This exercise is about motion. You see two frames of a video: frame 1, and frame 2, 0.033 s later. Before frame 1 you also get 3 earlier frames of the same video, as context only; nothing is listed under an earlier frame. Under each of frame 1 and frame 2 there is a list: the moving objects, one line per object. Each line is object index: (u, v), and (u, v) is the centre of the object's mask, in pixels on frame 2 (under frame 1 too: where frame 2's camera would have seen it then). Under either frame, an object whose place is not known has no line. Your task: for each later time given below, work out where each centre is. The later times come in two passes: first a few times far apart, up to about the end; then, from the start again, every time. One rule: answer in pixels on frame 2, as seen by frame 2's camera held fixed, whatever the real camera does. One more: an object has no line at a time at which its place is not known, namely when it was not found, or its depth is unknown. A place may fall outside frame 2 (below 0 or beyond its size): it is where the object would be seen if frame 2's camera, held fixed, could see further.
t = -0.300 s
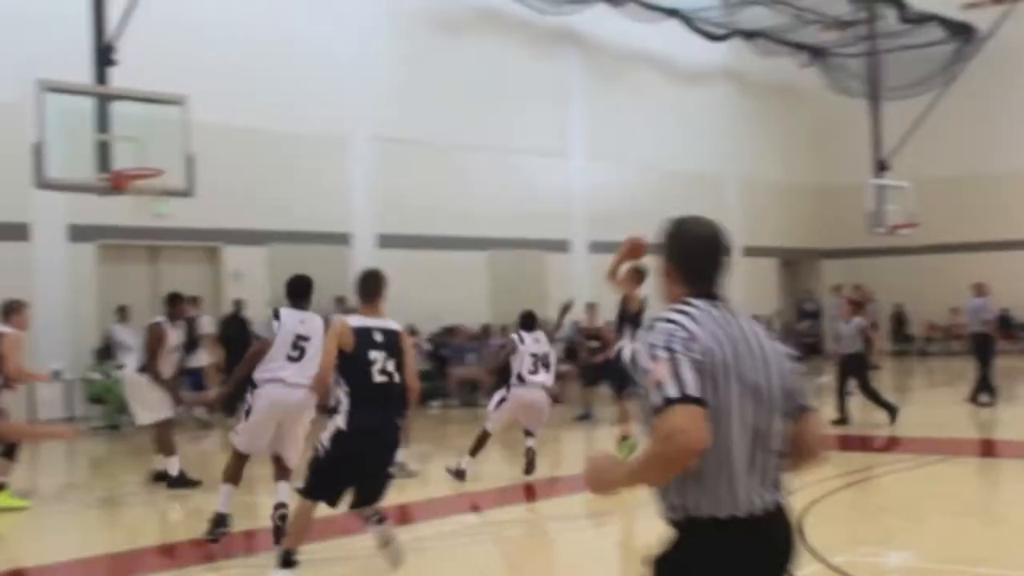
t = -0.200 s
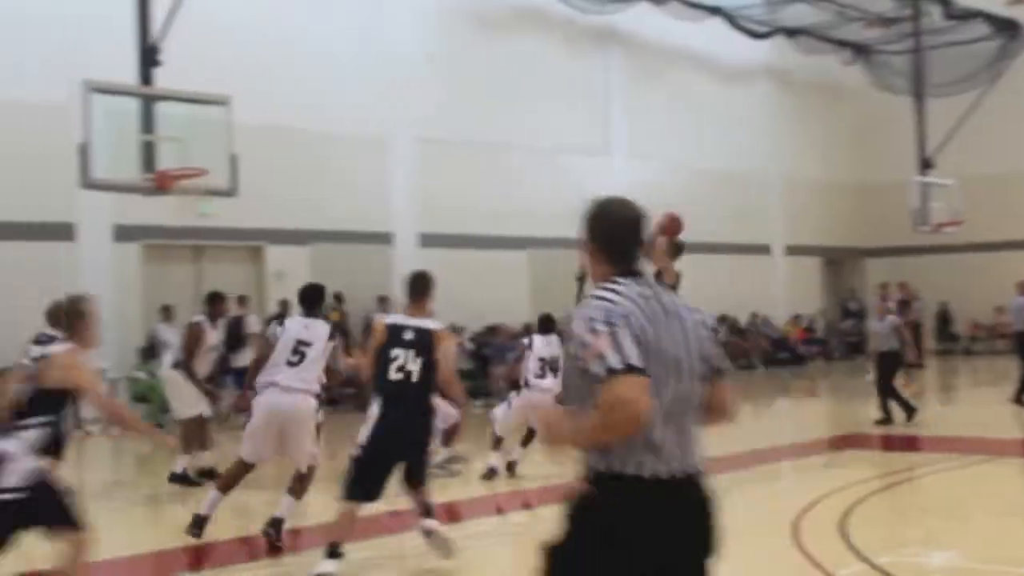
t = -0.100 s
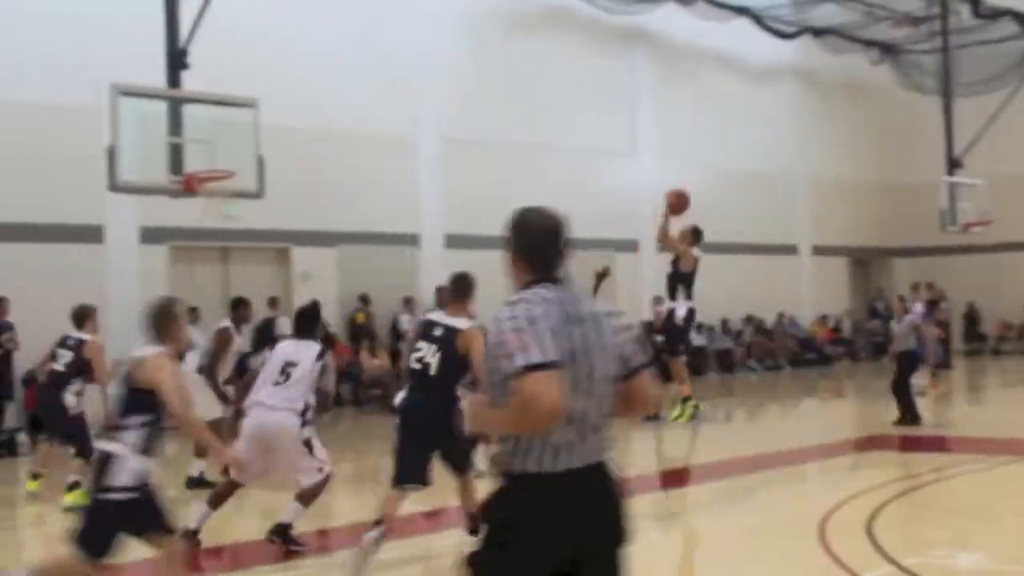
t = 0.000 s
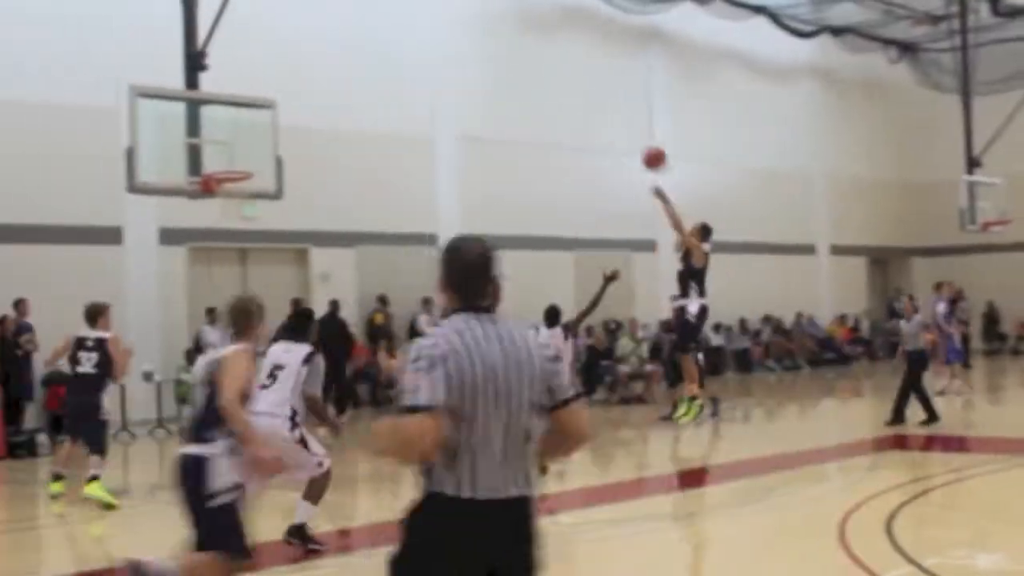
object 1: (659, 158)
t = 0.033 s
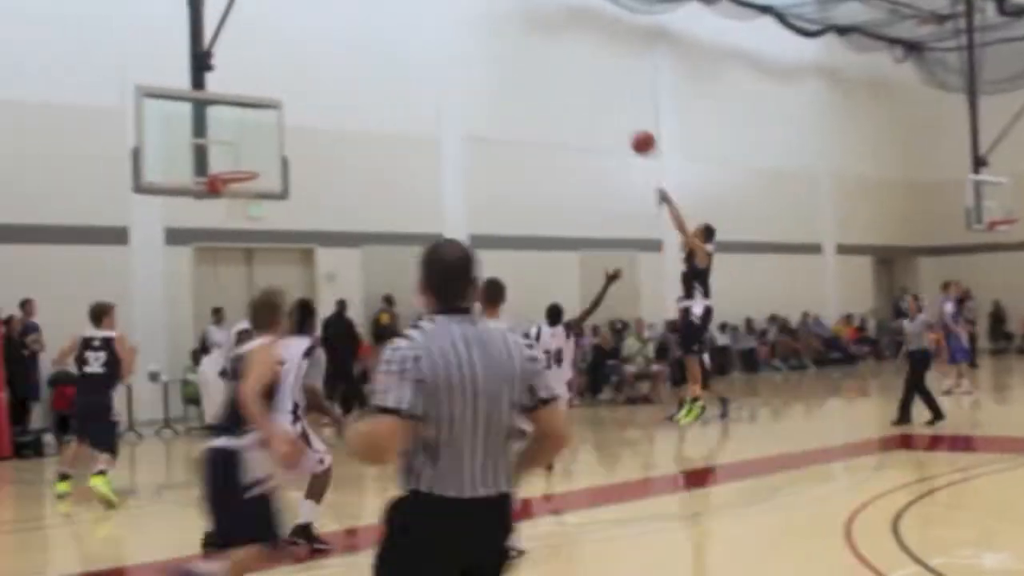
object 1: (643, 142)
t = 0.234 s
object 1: (543, 75)
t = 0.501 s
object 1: (424, 54)
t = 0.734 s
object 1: (329, 92)
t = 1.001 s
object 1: (243, 153)
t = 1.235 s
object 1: (217, 141)
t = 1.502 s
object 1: (234, 160)
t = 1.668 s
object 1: (236, 168)
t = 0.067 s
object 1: (626, 128)
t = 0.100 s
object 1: (609, 115)
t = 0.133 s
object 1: (592, 103)
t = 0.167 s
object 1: (576, 93)
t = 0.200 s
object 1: (560, 83)
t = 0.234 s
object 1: (543, 75)
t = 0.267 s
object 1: (528, 68)
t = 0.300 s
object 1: (513, 64)
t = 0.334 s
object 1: (498, 59)
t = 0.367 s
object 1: (482, 55)
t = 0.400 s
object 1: (468, 53)
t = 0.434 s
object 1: (453, 52)
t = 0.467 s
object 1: (438, 53)
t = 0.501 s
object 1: (424, 54)
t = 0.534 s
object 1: (410, 56)
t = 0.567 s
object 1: (396, 59)
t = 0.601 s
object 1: (383, 64)
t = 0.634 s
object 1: (369, 70)
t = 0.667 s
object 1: (356, 76)
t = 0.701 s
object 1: (342, 83)
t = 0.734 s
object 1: (329, 92)
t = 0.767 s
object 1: (317, 102)
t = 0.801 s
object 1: (304, 112)
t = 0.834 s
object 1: (291, 124)
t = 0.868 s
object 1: (278, 136)
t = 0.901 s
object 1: (266, 150)
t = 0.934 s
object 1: (255, 162)
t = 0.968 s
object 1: (249, 158)
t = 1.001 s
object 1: (243, 153)
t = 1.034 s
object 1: (237, 150)
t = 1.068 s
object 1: (231, 147)
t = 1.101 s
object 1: (226, 146)
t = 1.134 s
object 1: (220, 145)
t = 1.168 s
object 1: (214, 145)
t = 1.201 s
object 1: (215, 143)
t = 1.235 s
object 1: (217, 141)
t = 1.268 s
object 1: (219, 140)
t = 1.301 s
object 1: (221, 141)
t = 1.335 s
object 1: (223, 142)
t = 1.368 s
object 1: (226, 144)
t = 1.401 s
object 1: (228, 148)
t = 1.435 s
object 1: (230, 152)
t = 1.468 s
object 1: (233, 158)
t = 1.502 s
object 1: (234, 160)
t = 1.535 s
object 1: (234, 160)
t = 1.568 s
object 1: (234, 160)
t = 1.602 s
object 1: (235, 161)
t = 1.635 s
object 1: (235, 164)
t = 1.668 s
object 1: (236, 168)
